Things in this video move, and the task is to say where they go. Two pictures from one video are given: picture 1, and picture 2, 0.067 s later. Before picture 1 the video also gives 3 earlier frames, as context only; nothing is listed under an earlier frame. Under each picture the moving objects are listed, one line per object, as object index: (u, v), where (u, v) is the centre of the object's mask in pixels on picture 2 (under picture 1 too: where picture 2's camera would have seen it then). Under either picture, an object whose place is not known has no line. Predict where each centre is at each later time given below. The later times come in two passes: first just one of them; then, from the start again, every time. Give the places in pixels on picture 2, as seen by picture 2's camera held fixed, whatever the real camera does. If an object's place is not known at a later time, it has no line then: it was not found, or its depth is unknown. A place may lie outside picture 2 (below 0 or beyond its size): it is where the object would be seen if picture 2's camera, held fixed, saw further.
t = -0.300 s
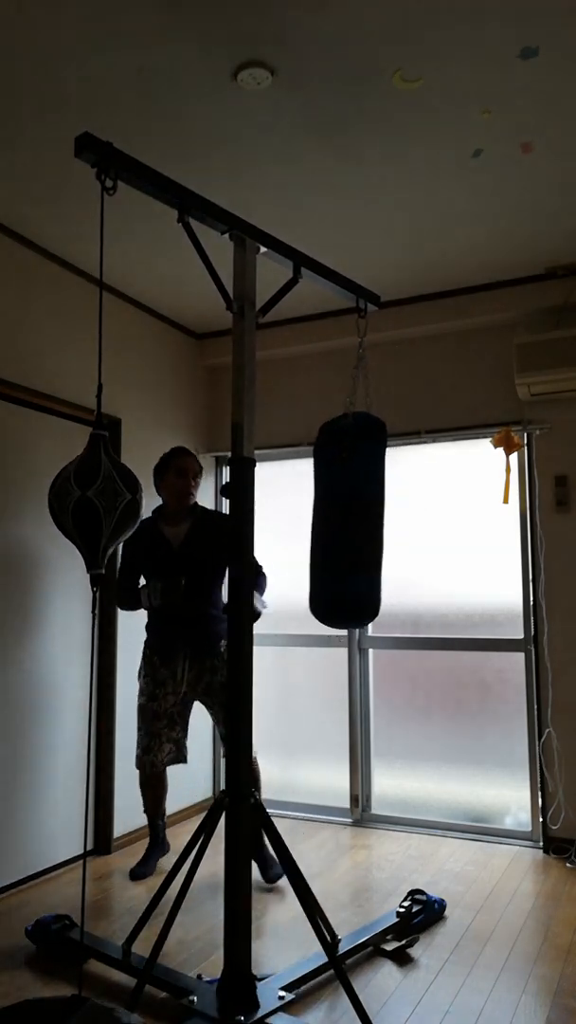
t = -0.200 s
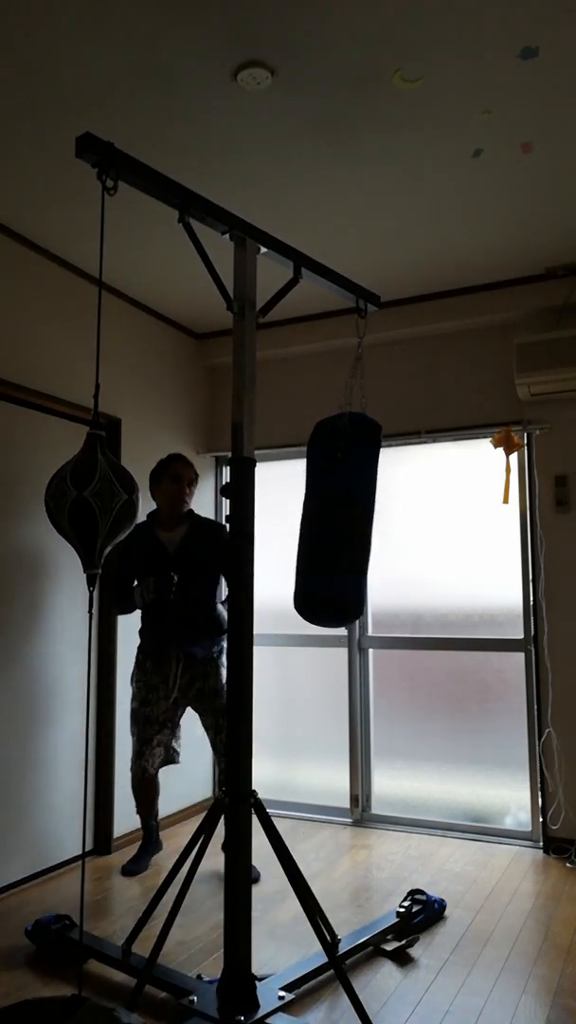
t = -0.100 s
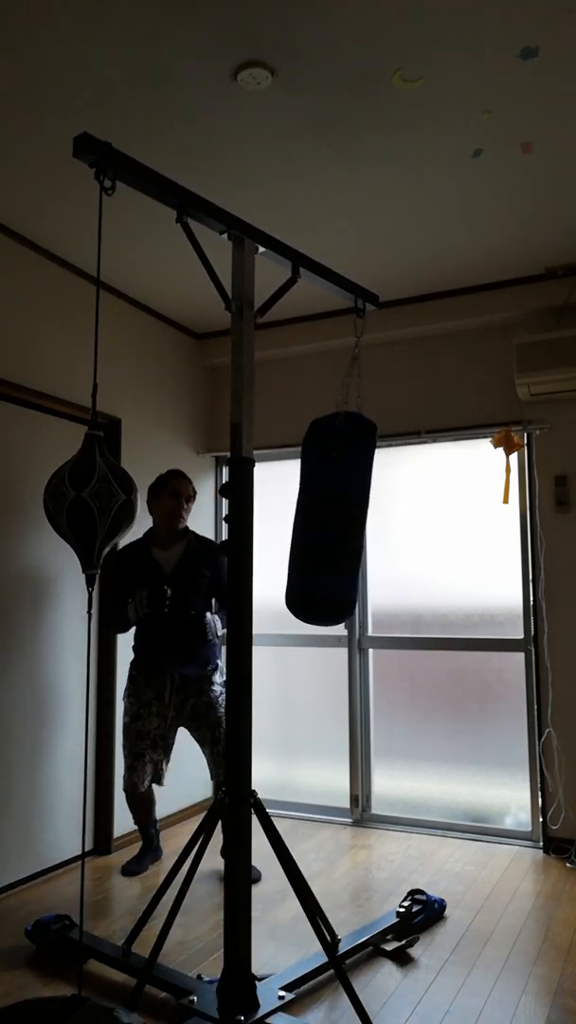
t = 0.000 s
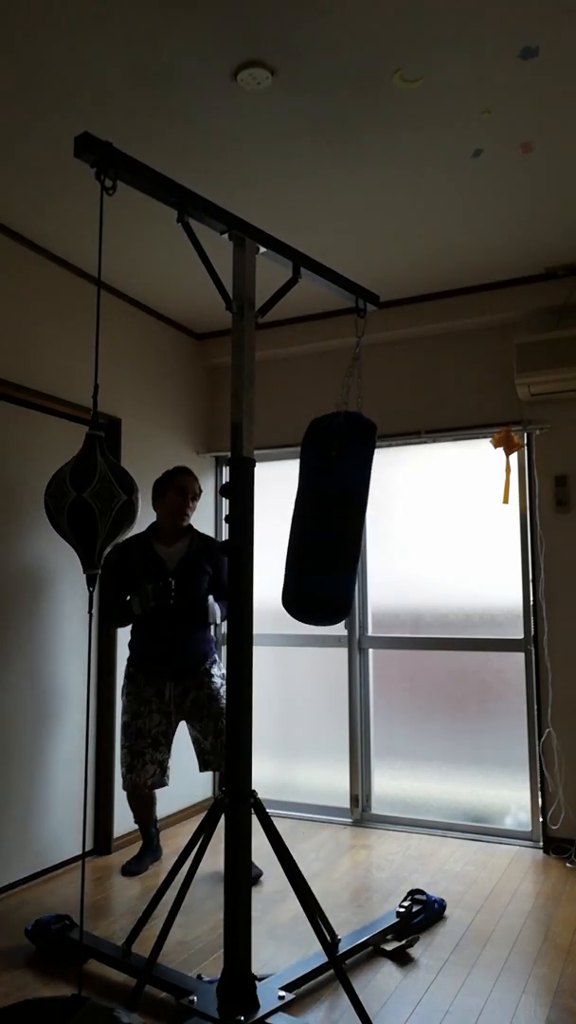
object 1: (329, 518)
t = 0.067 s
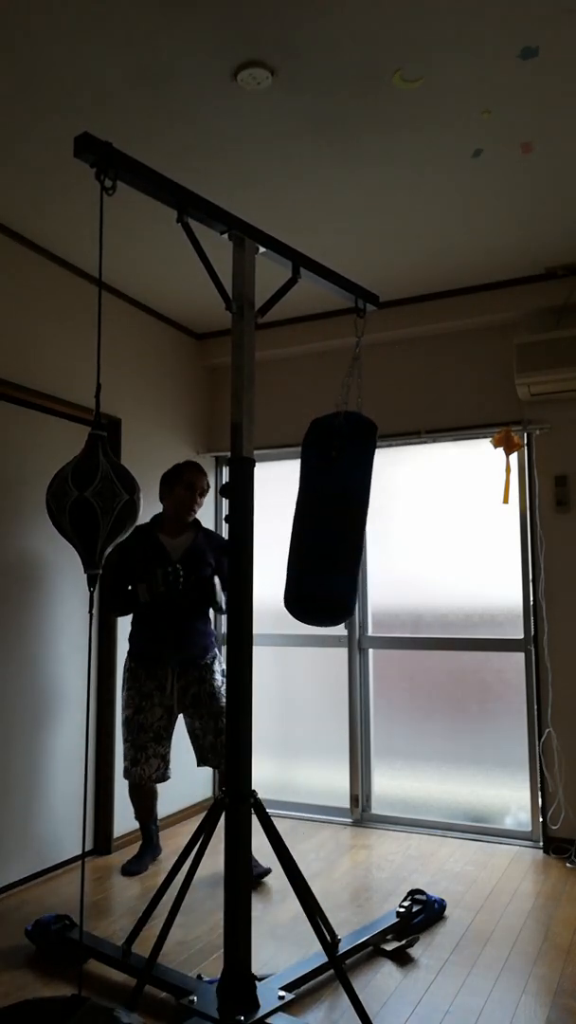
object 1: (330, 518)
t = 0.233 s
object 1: (343, 520)
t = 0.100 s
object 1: (332, 519)
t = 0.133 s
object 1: (334, 519)
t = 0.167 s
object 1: (337, 519)
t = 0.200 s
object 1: (340, 520)
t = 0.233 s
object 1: (343, 520)
